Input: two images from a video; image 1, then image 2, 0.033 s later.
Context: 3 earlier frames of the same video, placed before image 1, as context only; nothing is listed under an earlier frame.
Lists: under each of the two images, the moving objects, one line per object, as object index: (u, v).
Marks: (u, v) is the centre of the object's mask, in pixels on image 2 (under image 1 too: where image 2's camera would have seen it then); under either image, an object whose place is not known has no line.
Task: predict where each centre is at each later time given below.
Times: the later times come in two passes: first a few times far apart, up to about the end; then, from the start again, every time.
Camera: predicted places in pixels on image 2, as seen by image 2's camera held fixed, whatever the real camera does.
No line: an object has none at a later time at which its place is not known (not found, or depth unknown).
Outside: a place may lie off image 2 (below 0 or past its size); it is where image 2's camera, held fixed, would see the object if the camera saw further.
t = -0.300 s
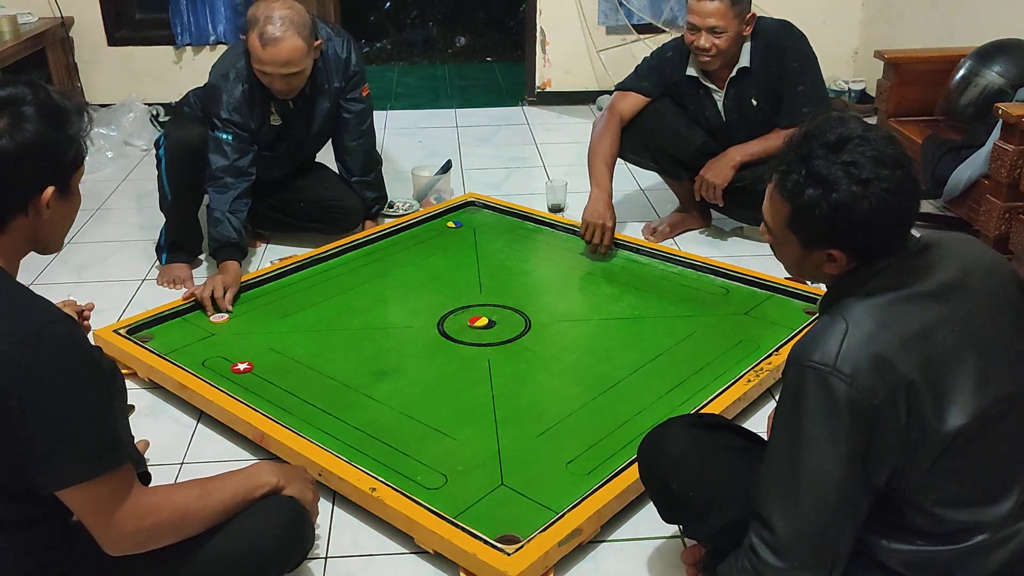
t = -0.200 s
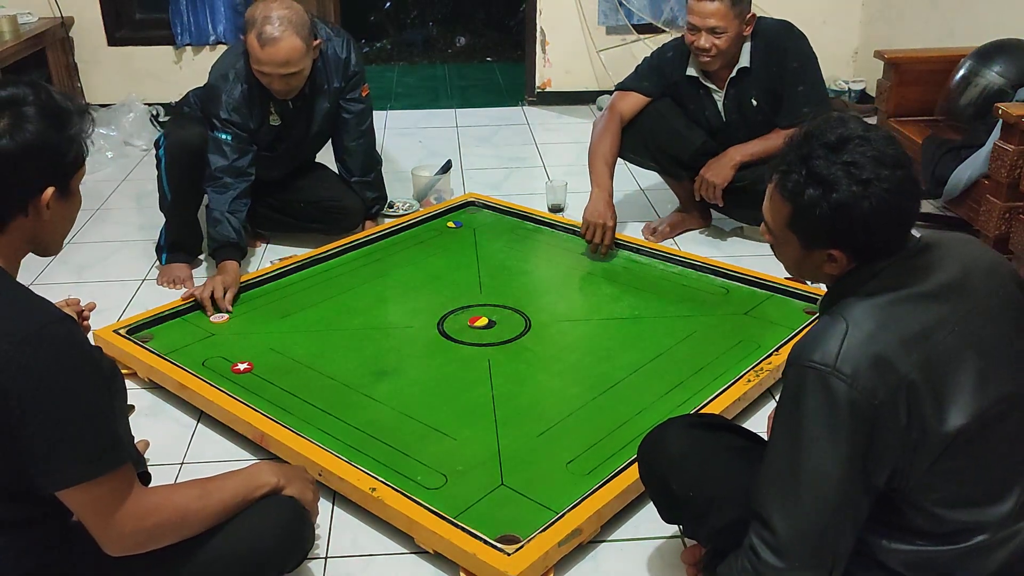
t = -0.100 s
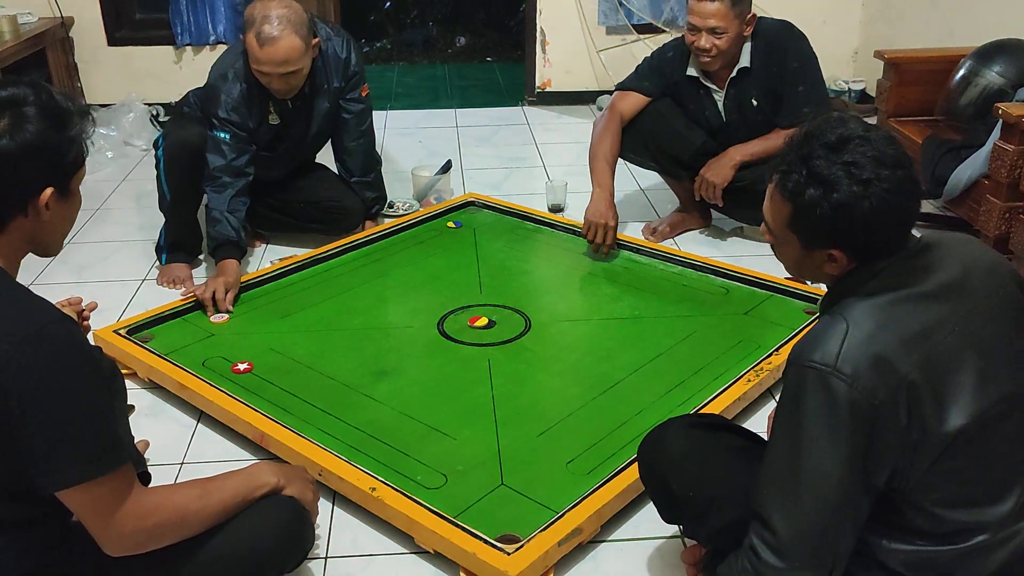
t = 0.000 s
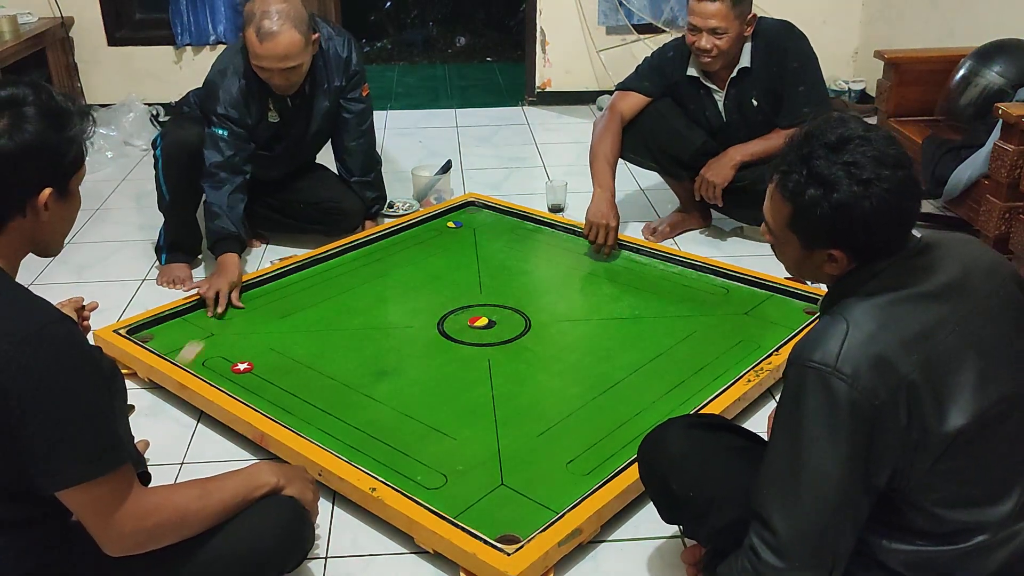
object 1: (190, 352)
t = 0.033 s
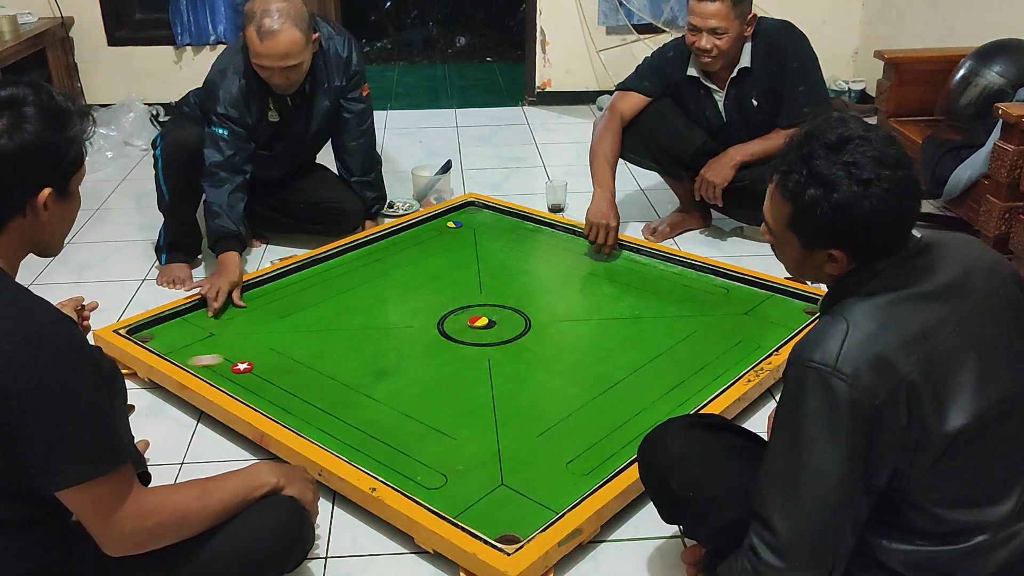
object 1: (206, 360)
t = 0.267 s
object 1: (408, 322)
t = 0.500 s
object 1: (575, 288)
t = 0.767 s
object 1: (673, 285)
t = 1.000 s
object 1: (666, 327)
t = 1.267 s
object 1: (655, 386)
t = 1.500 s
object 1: (633, 443)
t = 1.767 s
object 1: (551, 471)
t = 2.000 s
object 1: (475, 498)
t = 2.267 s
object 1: (470, 493)
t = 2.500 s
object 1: (499, 474)
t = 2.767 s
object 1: (527, 459)
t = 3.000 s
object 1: (547, 449)
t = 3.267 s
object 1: (565, 442)
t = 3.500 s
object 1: (578, 438)
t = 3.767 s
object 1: (591, 436)
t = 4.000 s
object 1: (601, 435)
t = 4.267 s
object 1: (609, 436)
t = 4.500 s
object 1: (615, 437)
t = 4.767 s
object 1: (619, 439)
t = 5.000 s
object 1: (621, 441)
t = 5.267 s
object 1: (623, 443)
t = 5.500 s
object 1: (623, 445)
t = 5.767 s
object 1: (623, 447)
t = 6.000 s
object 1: (624, 447)
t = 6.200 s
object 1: (623, 447)
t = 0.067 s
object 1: (239, 357)
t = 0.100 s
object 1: (269, 351)
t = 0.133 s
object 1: (299, 345)
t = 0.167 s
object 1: (327, 339)
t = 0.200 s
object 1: (354, 333)
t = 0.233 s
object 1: (382, 328)
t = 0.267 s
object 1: (408, 322)
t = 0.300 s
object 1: (433, 317)
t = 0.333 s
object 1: (459, 312)
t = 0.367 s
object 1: (483, 307)
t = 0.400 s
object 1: (507, 302)
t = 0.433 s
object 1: (531, 297)
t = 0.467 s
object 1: (554, 293)
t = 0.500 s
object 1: (575, 288)
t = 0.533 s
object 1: (598, 284)
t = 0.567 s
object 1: (619, 280)
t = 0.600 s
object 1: (639, 275)
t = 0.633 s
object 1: (660, 271)
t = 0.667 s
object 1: (676, 269)
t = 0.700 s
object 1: (675, 274)
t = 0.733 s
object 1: (674, 279)
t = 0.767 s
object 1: (673, 285)
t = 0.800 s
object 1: (672, 291)
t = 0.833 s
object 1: (671, 296)
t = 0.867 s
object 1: (670, 302)
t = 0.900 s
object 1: (669, 308)
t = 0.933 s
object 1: (668, 314)
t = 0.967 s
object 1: (667, 321)
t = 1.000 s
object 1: (666, 327)
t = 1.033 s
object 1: (664, 334)
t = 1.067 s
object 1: (663, 341)
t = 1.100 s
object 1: (662, 348)
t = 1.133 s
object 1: (661, 355)
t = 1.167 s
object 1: (659, 363)
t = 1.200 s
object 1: (658, 370)
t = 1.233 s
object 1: (656, 378)
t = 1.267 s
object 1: (655, 386)
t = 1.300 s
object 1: (654, 394)
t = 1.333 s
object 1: (652, 402)
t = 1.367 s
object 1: (651, 411)
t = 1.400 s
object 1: (648, 420)
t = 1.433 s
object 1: (645, 427)
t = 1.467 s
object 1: (640, 436)
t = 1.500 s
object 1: (633, 443)
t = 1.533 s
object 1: (627, 447)
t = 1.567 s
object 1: (616, 450)
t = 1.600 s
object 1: (605, 454)
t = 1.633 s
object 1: (594, 457)
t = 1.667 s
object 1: (583, 461)
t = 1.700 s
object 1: (572, 464)
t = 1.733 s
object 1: (562, 468)
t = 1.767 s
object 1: (551, 471)
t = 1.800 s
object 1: (540, 475)
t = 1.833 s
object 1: (530, 479)
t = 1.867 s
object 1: (519, 482)
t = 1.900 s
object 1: (508, 486)
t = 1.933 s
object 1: (497, 490)
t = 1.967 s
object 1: (486, 494)
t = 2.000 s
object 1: (475, 498)
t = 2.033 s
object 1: (464, 502)
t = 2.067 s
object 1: (453, 506)
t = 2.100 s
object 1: (448, 507)
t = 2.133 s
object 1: (451, 505)
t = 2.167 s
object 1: (456, 502)
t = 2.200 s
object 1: (461, 499)
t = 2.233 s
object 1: (465, 496)
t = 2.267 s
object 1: (470, 493)
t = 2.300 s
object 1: (474, 490)
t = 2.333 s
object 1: (479, 487)
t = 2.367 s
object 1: (483, 484)
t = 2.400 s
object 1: (487, 482)
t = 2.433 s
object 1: (491, 479)
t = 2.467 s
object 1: (495, 477)
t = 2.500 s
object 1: (499, 474)
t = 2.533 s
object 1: (503, 472)
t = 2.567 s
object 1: (507, 470)
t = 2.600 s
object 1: (510, 468)
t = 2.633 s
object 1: (514, 466)
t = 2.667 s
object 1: (517, 464)
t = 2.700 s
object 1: (520, 463)
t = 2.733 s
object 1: (523, 461)
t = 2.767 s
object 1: (527, 459)
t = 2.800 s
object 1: (530, 457)
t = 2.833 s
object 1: (532, 456)
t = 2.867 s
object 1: (535, 454)
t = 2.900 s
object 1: (538, 453)
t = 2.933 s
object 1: (540, 452)
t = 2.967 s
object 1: (544, 450)
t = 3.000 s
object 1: (547, 449)
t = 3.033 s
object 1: (549, 448)
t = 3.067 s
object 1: (552, 447)
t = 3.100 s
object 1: (555, 446)
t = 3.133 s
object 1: (557, 445)
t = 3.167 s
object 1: (559, 445)
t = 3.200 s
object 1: (561, 444)
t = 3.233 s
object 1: (563, 443)
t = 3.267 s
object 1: (565, 442)
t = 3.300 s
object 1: (567, 442)
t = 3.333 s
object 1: (569, 441)
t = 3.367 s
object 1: (571, 440)
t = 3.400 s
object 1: (573, 440)
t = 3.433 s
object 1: (575, 439)
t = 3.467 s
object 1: (577, 438)
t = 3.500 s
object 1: (578, 438)
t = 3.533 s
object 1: (580, 438)
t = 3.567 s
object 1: (582, 437)
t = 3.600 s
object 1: (584, 437)
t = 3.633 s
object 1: (585, 437)
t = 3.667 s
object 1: (587, 437)
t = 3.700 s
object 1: (588, 436)
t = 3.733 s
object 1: (590, 436)
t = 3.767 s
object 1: (591, 436)
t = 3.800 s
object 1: (593, 436)
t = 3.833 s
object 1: (594, 436)
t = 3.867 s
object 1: (596, 436)
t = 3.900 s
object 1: (597, 436)
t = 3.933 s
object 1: (598, 436)
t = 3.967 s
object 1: (599, 436)
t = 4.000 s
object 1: (601, 435)
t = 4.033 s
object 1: (602, 435)
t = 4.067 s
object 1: (603, 435)
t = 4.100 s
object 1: (604, 435)
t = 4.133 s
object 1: (605, 435)
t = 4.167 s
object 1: (606, 436)
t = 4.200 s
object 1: (607, 436)
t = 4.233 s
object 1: (608, 436)
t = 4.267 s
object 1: (609, 436)
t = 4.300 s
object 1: (610, 436)
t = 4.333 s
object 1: (611, 436)
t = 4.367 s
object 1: (612, 437)
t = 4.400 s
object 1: (613, 437)
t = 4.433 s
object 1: (613, 437)
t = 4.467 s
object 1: (614, 437)
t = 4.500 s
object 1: (615, 437)
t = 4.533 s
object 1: (616, 437)
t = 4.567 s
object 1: (616, 438)
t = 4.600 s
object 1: (617, 438)
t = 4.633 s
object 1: (617, 438)
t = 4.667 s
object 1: (618, 439)
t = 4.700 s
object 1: (618, 439)
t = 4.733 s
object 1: (619, 439)
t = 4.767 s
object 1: (619, 439)
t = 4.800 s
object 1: (619, 439)
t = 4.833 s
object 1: (620, 440)
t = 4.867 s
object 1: (620, 440)
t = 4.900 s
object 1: (620, 440)
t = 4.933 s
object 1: (621, 440)
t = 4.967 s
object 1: (621, 441)
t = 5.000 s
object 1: (621, 441)
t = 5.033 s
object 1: (622, 441)
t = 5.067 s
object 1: (622, 441)
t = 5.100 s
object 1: (622, 442)
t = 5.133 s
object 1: (622, 442)
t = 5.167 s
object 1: (622, 442)
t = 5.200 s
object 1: (622, 442)
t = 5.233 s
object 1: (623, 442)
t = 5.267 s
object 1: (623, 443)
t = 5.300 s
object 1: (623, 443)
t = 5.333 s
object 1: (623, 443)
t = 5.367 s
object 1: (623, 444)
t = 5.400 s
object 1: (623, 444)
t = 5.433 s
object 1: (623, 444)
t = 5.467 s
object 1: (623, 445)
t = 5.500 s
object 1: (623, 445)
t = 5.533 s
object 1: (623, 445)
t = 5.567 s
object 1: (623, 446)
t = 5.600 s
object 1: (623, 446)
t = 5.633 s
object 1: (623, 446)
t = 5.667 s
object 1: (623, 446)
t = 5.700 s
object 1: (623, 446)
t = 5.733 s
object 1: (623, 446)
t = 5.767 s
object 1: (623, 447)
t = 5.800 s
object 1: (623, 447)
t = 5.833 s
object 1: (623, 447)
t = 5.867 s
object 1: (623, 447)
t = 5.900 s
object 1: (623, 447)
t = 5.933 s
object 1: (623, 447)
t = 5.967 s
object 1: (623, 447)
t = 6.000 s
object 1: (624, 447)
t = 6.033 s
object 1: (623, 447)
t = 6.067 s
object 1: (623, 447)
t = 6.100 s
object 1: (623, 447)
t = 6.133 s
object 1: (624, 447)
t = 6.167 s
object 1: (623, 447)
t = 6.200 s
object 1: (623, 447)
